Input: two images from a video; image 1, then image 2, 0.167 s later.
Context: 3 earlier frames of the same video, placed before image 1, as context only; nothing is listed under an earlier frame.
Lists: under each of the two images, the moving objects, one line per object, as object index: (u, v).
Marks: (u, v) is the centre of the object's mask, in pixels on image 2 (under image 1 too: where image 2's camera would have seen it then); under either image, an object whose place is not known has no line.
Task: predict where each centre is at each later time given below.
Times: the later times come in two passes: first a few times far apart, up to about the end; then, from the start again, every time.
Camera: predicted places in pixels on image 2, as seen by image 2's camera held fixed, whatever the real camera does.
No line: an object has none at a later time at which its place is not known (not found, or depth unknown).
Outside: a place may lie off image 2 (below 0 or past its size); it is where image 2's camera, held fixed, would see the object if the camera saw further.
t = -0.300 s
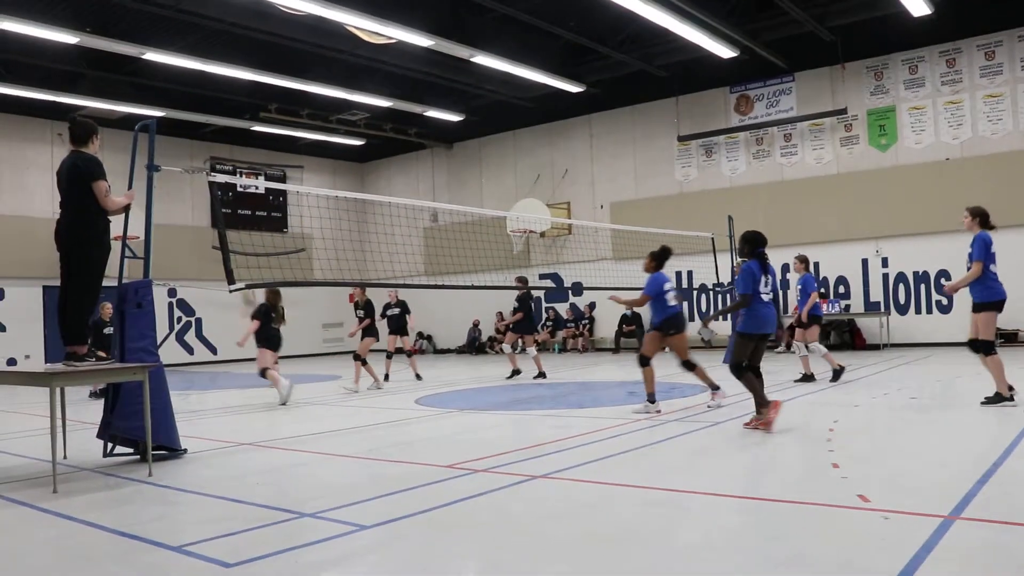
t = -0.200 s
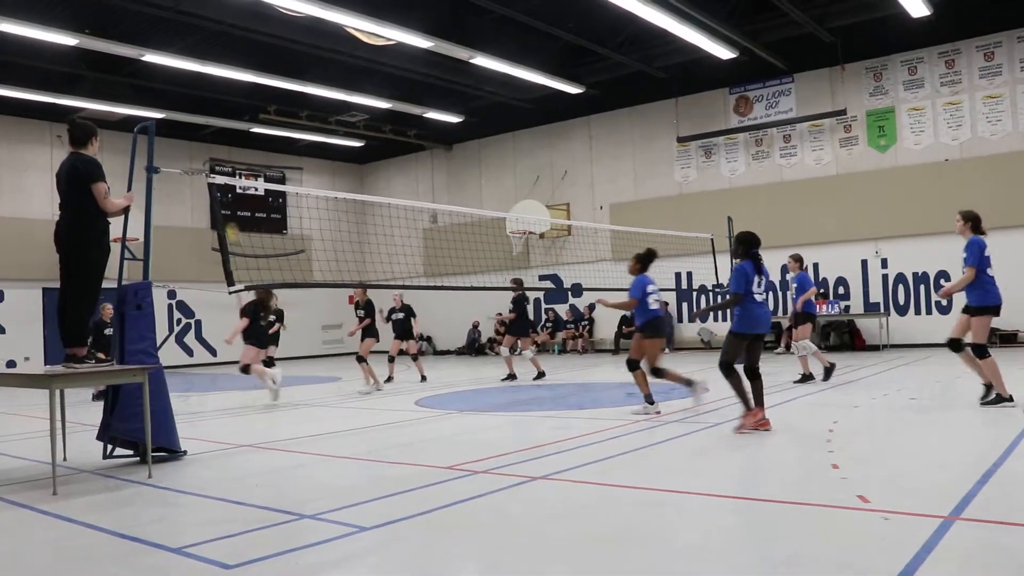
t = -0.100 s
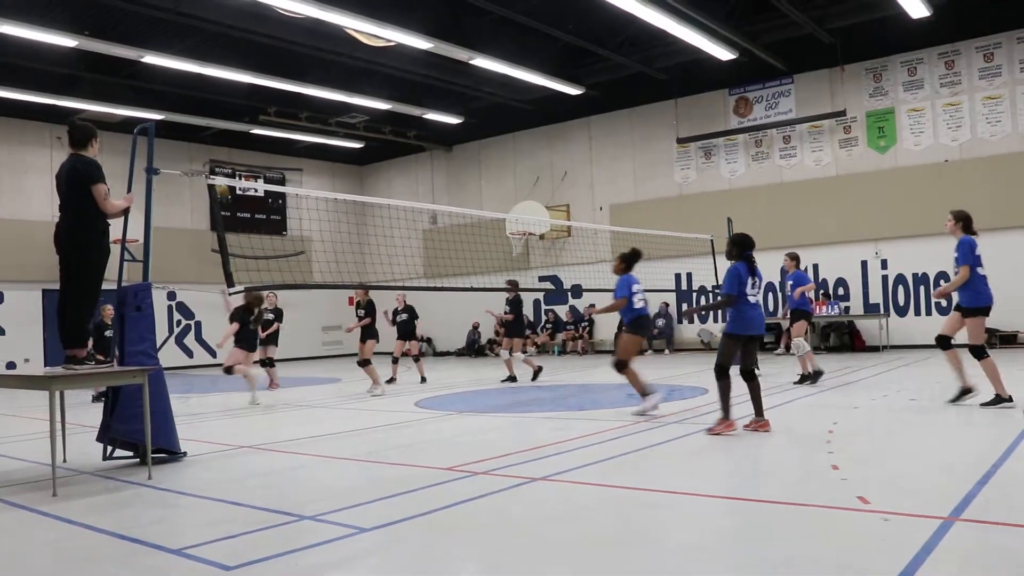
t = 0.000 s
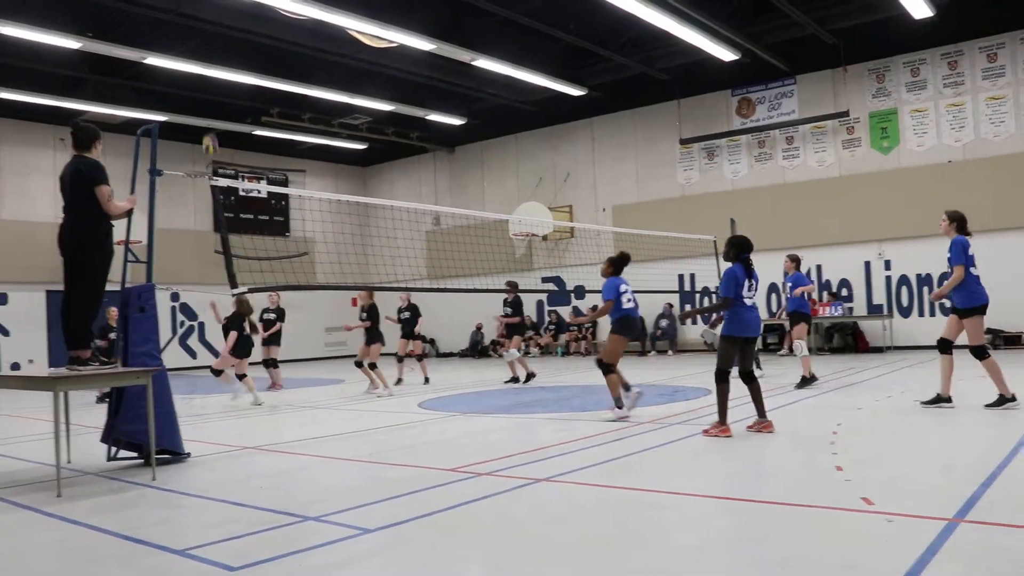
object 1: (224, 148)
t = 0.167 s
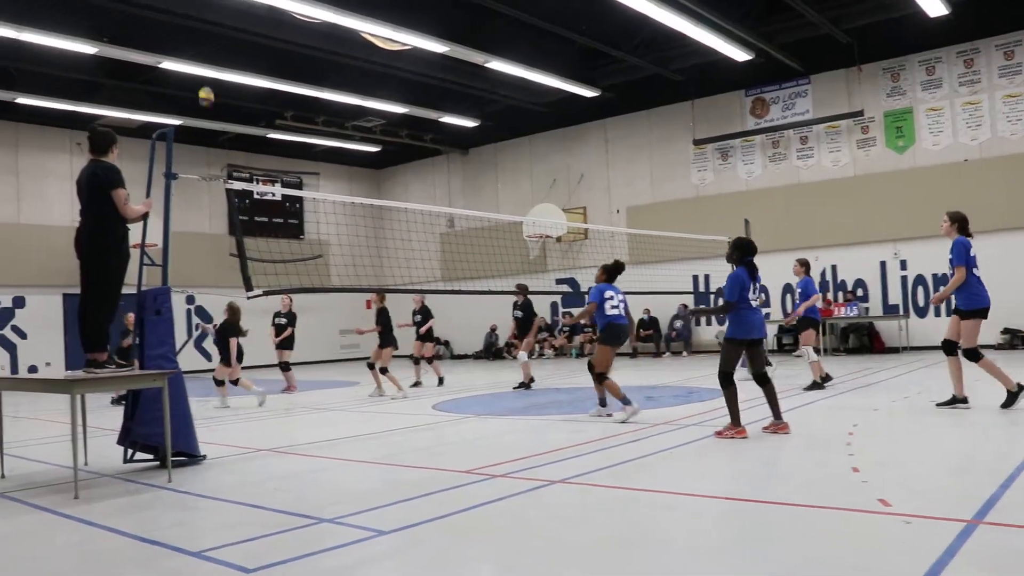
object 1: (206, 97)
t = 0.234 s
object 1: (199, 83)
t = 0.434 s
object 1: (179, 55)
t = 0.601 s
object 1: (163, 54)
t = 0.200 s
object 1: (203, 88)
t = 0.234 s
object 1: (199, 83)
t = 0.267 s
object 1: (195, 77)
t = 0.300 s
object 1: (192, 71)
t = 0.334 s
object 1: (188, 65)
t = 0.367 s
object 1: (186, 61)
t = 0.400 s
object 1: (182, 57)
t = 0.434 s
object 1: (179, 55)
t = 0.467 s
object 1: (176, 53)
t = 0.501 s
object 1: (173, 53)
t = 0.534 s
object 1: (170, 52)
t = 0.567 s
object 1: (167, 53)
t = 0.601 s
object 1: (163, 54)
